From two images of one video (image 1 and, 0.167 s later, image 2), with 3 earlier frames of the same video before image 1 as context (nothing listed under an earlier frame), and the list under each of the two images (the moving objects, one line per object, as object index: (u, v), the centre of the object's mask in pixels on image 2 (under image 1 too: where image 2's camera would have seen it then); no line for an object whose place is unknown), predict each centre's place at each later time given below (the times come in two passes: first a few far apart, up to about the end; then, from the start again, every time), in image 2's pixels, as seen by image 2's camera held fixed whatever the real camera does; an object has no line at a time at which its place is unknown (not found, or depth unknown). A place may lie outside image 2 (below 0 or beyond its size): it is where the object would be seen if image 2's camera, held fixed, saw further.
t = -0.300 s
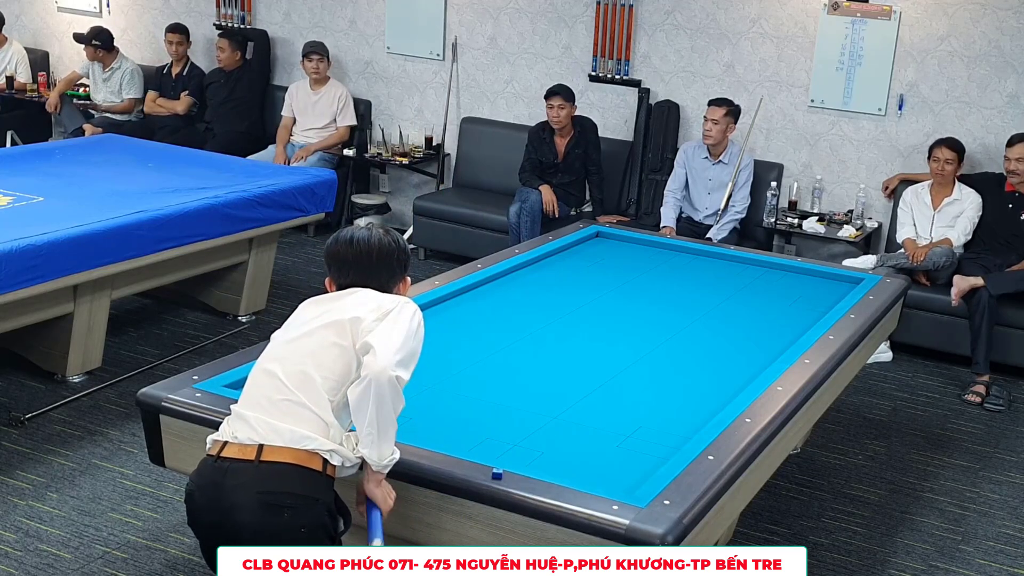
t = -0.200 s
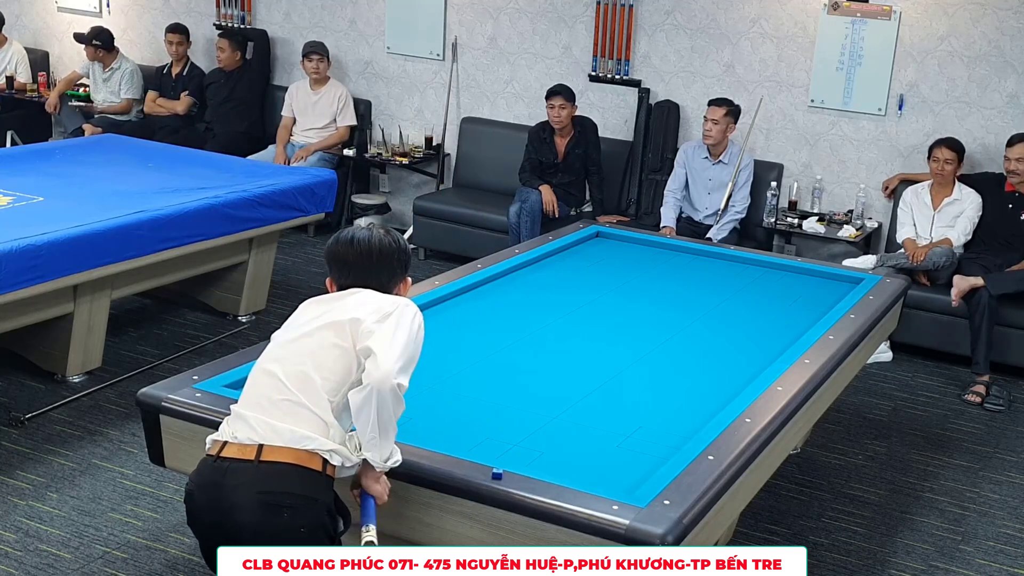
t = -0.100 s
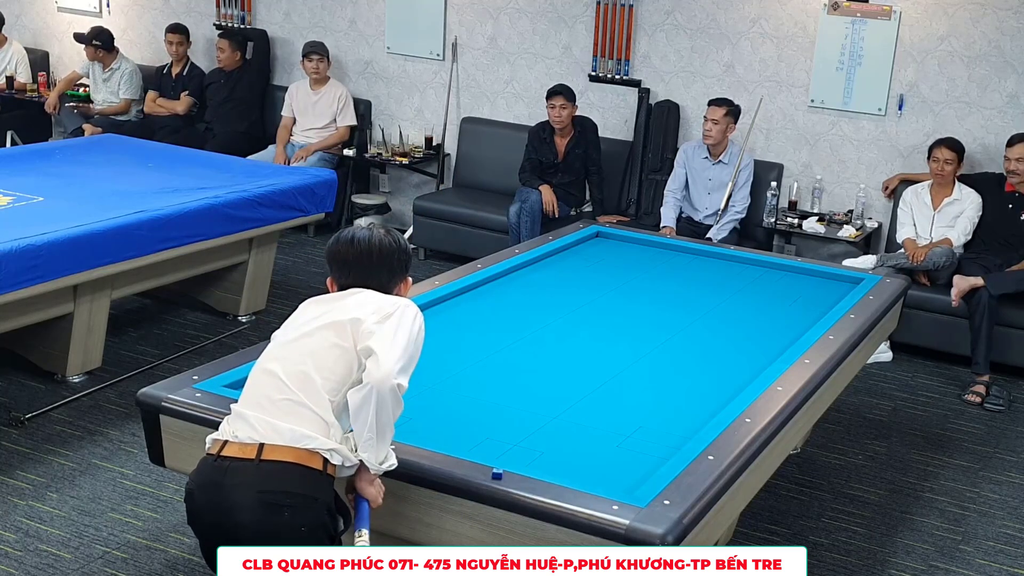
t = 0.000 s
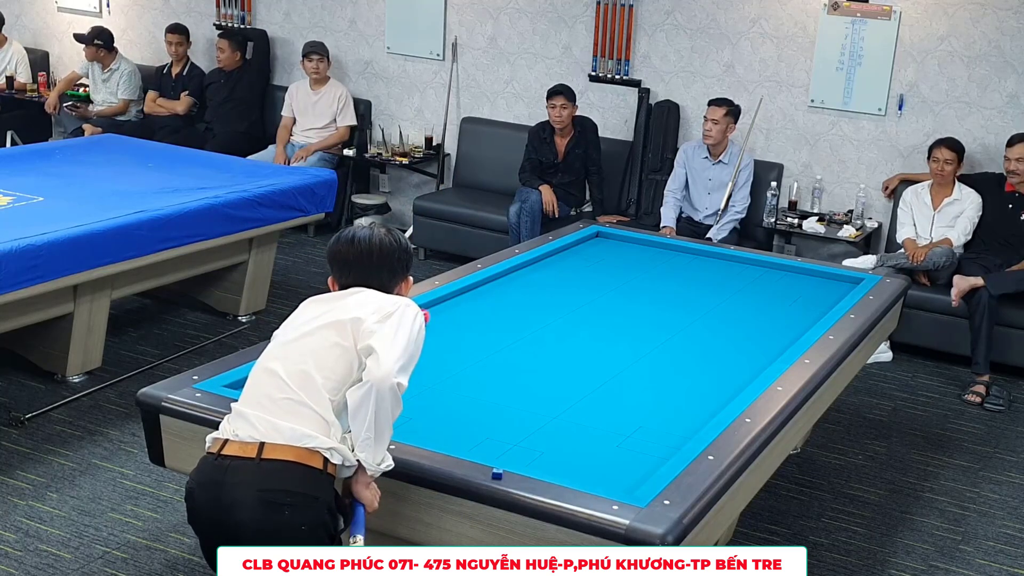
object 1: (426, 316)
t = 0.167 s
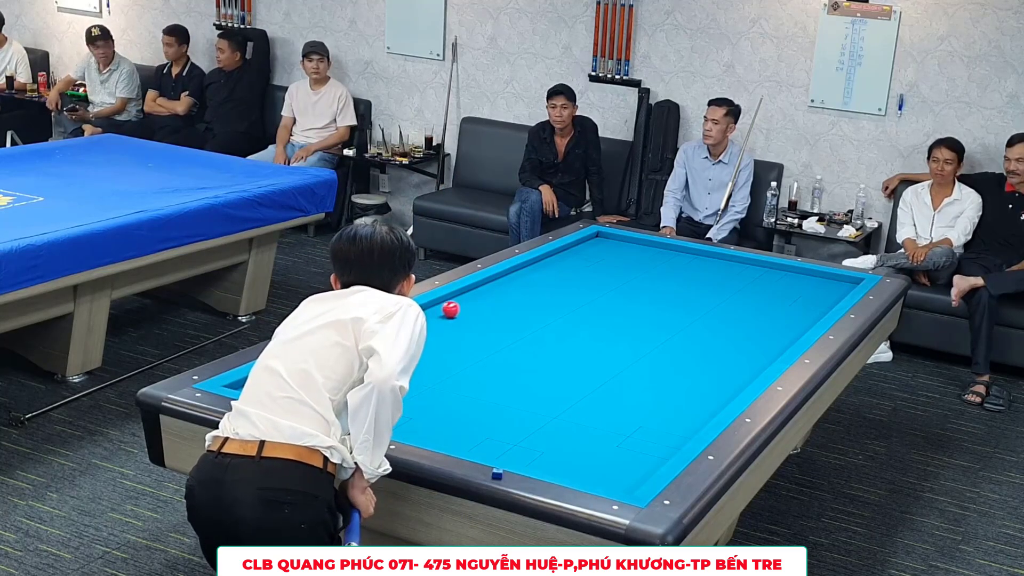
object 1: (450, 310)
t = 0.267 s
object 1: (467, 305)
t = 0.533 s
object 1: (509, 294)
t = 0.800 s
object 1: (548, 284)
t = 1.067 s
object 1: (583, 274)
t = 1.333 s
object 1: (615, 266)
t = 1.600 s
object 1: (645, 258)
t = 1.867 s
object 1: (673, 250)
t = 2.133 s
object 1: (678, 253)
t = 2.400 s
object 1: (675, 260)
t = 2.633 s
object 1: (673, 266)
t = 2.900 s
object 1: (671, 273)
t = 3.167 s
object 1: (668, 280)
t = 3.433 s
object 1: (666, 287)
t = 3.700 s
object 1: (664, 294)
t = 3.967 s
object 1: (661, 302)
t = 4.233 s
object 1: (659, 309)
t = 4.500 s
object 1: (657, 317)
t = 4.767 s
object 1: (654, 325)
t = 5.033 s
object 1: (652, 332)
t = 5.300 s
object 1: (650, 340)
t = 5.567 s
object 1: (647, 348)
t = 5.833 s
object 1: (645, 356)
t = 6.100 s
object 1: (642, 364)
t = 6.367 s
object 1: (640, 372)
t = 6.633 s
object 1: (637, 380)
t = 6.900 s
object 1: (634, 388)
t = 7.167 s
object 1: (631, 396)
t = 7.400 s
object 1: (629, 402)
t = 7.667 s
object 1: (626, 410)
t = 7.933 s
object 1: (623, 418)
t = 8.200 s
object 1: (621, 425)
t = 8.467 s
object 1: (617, 433)
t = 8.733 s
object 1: (615, 439)
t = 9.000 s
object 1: (612, 446)
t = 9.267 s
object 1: (609, 453)
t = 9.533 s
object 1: (606, 459)
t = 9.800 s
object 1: (603, 465)
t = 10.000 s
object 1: (600, 469)
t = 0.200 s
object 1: (456, 308)
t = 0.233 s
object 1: (461, 307)
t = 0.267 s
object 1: (467, 305)
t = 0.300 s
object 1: (473, 304)
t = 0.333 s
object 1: (478, 302)
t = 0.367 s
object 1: (484, 301)
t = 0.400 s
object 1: (489, 299)
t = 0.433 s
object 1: (494, 298)
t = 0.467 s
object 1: (499, 297)
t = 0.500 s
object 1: (504, 295)
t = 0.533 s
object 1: (509, 294)
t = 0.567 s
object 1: (514, 293)
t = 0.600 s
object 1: (519, 291)
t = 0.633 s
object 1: (524, 290)
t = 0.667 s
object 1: (529, 289)
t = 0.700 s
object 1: (534, 287)
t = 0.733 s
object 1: (539, 286)
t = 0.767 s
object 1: (543, 285)
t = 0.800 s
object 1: (548, 284)
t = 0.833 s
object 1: (552, 282)
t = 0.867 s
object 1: (557, 281)
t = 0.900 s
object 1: (561, 280)
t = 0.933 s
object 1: (566, 279)
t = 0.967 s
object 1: (570, 278)
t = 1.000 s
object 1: (575, 276)
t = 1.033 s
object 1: (579, 275)
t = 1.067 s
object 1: (583, 274)
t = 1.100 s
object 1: (587, 273)
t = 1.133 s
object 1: (591, 272)
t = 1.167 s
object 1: (595, 271)
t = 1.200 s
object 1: (599, 270)
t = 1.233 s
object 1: (603, 269)
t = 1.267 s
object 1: (607, 268)
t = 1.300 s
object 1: (611, 267)
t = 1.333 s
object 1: (615, 266)
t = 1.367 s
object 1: (619, 265)
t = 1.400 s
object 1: (623, 264)
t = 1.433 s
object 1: (627, 263)
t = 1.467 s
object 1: (630, 262)
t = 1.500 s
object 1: (634, 261)
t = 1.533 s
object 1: (638, 259)
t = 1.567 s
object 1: (642, 259)
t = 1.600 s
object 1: (645, 258)
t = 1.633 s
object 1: (649, 257)
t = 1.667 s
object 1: (652, 256)
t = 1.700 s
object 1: (656, 255)
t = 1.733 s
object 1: (659, 254)
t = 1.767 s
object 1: (663, 253)
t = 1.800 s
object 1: (666, 252)
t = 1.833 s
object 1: (669, 251)
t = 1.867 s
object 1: (673, 250)
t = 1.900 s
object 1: (676, 249)
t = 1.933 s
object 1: (679, 248)
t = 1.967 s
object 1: (680, 249)
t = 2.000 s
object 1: (680, 250)
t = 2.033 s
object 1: (679, 251)
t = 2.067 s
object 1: (678, 252)
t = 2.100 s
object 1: (678, 252)
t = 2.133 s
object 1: (678, 253)
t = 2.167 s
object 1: (678, 254)
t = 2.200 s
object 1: (677, 255)
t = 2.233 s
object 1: (677, 255)
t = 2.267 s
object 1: (677, 256)
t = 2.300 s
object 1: (676, 257)
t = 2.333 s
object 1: (676, 258)
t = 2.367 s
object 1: (675, 259)
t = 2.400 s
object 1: (675, 260)
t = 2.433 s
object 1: (675, 260)
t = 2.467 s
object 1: (675, 261)
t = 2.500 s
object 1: (674, 262)
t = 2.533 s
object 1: (674, 263)
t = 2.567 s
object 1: (674, 264)
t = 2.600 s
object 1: (673, 265)
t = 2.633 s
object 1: (673, 266)
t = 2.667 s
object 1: (673, 267)
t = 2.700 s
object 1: (673, 267)
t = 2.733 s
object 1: (672, 268)
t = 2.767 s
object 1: (672, 269)
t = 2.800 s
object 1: (672, 270)
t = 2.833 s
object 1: (671, 271)
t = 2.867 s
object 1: (671, 272)
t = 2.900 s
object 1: (671, 273)
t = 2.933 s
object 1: (670, 274)
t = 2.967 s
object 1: (670, 274)
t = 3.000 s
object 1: (670, 275)
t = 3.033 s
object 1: (669, 276)
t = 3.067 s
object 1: (669, 277)
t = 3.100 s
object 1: (669, 278)
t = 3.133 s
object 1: (669, 279)
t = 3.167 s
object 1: (668, 280)
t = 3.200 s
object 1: (668, 281)
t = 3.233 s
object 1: (668, 282)
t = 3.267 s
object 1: (667, 282)
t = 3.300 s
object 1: (667, 283)
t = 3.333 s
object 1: (667, 284)
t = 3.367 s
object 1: (666, 285)
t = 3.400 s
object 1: (666, 286)
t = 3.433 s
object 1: (666, 287)
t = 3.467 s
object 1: (665, 288)
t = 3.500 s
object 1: (665, 289)
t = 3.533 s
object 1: (665, 290)
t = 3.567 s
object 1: (665, 290)
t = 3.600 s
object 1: (664, 291)
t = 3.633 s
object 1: (664, 292)
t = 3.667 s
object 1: (664, 293)
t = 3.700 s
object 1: (664, 294)
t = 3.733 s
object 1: (663, 295)
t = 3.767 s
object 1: (663, 296)
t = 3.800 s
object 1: (663, 297)
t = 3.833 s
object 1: (662, 298)
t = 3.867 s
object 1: (662, 299)
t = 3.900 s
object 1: (662, 300)
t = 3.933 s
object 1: (662, 301)
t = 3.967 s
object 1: (661, 302)
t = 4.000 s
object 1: (661, 303)
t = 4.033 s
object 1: (661, 303)
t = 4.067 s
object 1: (660, 305)
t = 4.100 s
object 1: (660, 305)
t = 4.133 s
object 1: (660, 306)
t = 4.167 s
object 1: (660, 307)
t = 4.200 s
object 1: (659, 308)
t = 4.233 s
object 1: (659, 309)
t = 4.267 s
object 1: (659, 310)
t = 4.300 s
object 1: (659, 311)
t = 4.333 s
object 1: (658, 312)
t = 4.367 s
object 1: (658, 313)
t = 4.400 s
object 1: (658, 314)
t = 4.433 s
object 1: (657, 315)
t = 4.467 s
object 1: (657, 316)
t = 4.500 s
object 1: (657, 317)
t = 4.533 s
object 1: (657, 318)
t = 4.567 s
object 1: (656, 319)
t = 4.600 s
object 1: (656, 320)
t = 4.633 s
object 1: (656, 321)
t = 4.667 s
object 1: (655, 322)
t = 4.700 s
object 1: (655, 323)
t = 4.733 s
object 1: (655, 324)
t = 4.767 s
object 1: (654, 325)
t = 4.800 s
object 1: (654, 325)
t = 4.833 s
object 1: (654, 326)
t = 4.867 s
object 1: (654, 327)
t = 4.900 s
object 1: (653, 328)
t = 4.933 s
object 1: (653, 329)
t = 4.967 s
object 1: (653, 330)
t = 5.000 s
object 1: (652, 331)
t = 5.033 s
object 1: (652, 332)
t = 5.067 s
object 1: (652, 333)
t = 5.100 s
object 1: (652, 334)
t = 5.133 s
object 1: (651, 335)
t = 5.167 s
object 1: (651, 336)
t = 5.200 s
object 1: (651, 337)
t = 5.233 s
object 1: (650, 338)
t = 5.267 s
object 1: (650, 339)
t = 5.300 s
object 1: (650, 340)
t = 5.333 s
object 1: (650, 341)
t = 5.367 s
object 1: (649, 342)
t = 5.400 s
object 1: (649, 343)
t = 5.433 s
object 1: (649, 344)
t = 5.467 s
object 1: (648, 345)
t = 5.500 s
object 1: (648, 346)
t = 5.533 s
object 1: (648, 347)
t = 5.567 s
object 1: (647, 348)
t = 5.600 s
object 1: (647, 349)
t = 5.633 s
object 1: (647, 350)
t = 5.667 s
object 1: (646, 351)
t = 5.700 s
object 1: (646, 352)
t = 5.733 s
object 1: (646, 353)
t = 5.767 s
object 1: (646, 354)
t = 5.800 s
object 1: (645, 355)
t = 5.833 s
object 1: (645, 356)
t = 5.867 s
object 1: (645, 357)
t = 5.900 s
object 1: (644, 358)
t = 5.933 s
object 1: (644, 359)
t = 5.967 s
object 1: (644, 360)
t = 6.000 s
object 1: (643, 361)
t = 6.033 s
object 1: (643, 362)
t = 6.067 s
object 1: (643, 363)
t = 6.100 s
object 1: (642, 364)
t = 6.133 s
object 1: (642, 365)
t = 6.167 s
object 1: (642, 366)
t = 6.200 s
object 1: (641, 367)
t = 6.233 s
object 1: (641, 368)
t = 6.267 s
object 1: (641, 369)
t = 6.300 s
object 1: (640, 370)
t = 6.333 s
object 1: (640, 371)
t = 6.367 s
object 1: (640, 372)
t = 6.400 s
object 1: (639, 373)
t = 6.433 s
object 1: (639, 374)
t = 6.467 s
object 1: (639, 375)
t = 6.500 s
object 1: (638, 376)
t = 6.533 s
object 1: (638, 377)
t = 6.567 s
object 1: (638, 378)
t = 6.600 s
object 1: (637, 379)
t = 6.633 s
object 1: (637, 380)
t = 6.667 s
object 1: (637, 381)
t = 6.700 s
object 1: (636, 382)
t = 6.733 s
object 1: (636, 383)
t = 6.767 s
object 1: (635, 384)
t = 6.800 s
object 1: (635, 385)
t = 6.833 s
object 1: (635, 386)
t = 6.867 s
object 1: (634, 387)
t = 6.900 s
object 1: (634, 388)
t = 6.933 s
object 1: (634, 389)
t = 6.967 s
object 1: (633, 390)
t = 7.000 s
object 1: (633, 391)
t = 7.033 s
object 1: (633, 392)
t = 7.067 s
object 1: (633, 393)
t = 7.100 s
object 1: (632, 394)
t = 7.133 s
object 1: (632, 395)
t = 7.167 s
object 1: (631, 396)
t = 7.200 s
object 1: (631, 397)
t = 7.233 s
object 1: (631, 398)
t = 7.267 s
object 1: (630, 399)
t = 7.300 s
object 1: (630, 400)
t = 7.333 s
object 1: (630, 401)
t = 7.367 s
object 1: (629, 401)
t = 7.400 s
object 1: (629, 402)
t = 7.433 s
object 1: (629, 403)
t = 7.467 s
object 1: (628, 405)
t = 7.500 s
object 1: (628, 405)
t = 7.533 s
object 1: (628, 406)
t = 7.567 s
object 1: (627, 407)
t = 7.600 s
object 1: (627, 408)
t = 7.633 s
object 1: (627, 409)
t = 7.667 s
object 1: (626, 410)
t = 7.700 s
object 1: (626, 411)
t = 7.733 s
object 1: (625, 412)
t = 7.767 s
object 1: (625, 413)
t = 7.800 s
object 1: (625, 414)
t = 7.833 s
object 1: (624, 415)
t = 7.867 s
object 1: (624, 416)
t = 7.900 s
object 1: (624, 417)
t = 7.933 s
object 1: (623, 418)
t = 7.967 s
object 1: (623, 419)
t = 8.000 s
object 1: (623, 420)
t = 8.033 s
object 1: (622, 420)
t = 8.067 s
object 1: (622, 421)
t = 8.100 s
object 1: (621, 422)
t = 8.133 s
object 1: (621, 423)
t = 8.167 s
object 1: (621, 424)
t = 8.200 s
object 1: (621, 425)
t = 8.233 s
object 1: (620, 426)
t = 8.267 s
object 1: (620, 427)
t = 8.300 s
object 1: (619, 428)
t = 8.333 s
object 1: (619, 429)
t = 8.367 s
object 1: (619, 430)
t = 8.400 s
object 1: (618, 431)
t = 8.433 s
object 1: (618, 432)
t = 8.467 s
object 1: (617, 433)
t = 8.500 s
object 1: (617, 433)
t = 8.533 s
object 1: (617, 434)
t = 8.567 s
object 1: (616, 435)
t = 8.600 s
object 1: (616, 436)
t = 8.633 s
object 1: (616, 437)
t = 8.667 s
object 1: (615, 438)
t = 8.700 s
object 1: (615, 439)
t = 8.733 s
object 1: (615, 439)
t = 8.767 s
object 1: (614, 440)
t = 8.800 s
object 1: (614, 441)
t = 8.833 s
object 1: (614, 442)
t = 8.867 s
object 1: (613, 443)
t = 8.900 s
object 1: (613, 444)
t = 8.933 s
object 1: (613, 445)
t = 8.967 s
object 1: (612, 445)
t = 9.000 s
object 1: (612, 446)
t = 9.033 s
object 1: (612, 447)
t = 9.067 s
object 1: (611, 448)
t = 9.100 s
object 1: (611, 449)
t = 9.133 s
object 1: (611, 449)
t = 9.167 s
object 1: (610, 450)
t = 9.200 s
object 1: (610, 451)
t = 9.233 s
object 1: (609, 452)
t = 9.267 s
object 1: (609, 453)
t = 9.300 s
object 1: (609, 454)
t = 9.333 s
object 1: (608, 454)
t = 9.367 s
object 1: (608, 455)
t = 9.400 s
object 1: (608, 456)
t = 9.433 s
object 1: (607, 457)
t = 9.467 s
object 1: (607, 458)
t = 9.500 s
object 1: (607, 458)
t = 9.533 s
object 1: (606, 459)
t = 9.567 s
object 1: (606, 460)
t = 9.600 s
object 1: (605, 461)
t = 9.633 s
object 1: (605, 461)
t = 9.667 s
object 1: (605, 462)
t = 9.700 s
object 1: (604, 463)
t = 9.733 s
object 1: (604, 464)
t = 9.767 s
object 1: (603, 464)
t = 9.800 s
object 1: (603, 465)
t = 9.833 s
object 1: (603, 466)
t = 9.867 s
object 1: (602, 466)
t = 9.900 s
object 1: (602, 467)
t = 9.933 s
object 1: (601, 468)
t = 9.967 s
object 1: (601, 468)
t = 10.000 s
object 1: (600, 469)
